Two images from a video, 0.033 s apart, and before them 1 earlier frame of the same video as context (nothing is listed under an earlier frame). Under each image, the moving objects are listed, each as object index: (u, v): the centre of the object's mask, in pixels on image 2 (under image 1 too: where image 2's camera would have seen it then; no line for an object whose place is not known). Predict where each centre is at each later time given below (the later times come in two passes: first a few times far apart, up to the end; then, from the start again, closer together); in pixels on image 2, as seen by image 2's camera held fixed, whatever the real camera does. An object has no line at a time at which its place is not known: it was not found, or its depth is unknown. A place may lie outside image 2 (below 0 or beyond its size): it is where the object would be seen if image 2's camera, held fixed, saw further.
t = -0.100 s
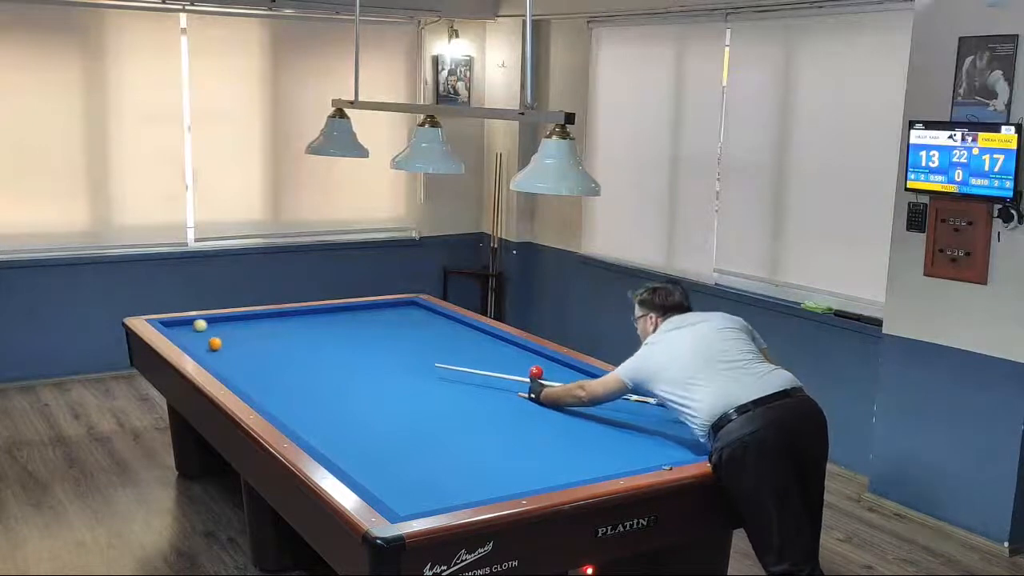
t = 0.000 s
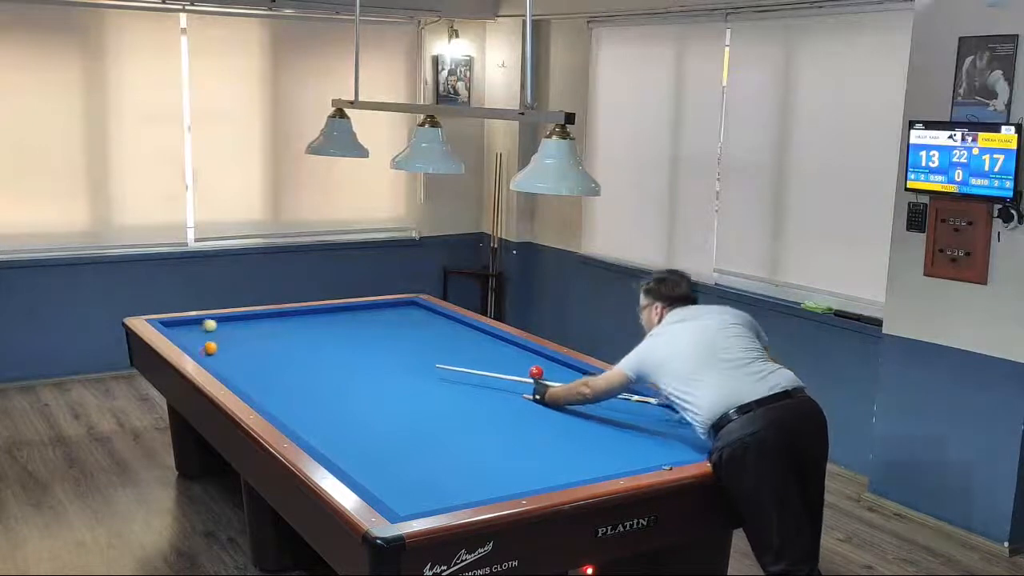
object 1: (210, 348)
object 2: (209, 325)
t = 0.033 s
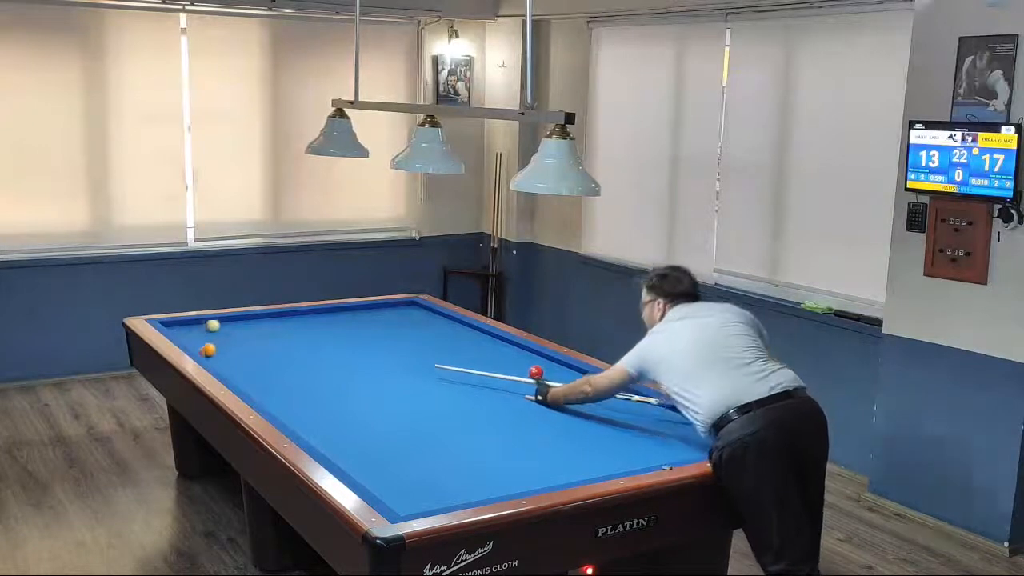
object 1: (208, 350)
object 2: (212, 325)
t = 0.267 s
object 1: (219, 359)
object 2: (235, 325)
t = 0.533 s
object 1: (247, 370)
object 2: (260, 325)
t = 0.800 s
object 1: (278, 380)
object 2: (283, 325)
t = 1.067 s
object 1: (309, 392)
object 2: (306, 326)
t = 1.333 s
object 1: (342, 404)
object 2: (328, 326)
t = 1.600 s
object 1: (378, 416)
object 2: (349, 326)
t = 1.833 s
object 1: (409, 428)
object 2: (367, 326)
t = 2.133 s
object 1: (453, 444)
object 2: (389, 326)
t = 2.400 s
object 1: (494, 459)
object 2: (408, 326)
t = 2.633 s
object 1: (532, 473)
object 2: (424, 326)
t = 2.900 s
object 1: (561, 475)
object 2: (441, 326)
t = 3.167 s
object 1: (566, 464)
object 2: (459, 326)
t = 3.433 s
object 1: (569, 452)
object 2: (465, 327)
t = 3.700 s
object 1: (574, 441)
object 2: (460, 328)
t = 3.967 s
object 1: (577, 432)
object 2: (455, 329)
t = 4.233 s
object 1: (580, 422)
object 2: (450, 331)
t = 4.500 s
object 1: (583, 414)
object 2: (445, 332)
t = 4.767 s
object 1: (585, 405)
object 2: (441, 334)
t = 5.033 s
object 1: (587, 398)
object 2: (437, 335)
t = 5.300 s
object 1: (589, 392)
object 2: (433, 336)
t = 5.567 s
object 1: (591, 386)
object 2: (429, 336)
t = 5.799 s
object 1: (592, 380)
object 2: (426, 337)
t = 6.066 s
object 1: (586, 376)
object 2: (423, 338)
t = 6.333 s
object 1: (574, 373)
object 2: (421, 338)
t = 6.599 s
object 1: (562, 372)
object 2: (418, 339)
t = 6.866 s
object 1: (552, 370)
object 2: (416, 339)
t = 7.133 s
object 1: (543, 367)
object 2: (415, 340)
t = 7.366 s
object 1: (533, 365)
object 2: (414, 340)
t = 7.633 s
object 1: (523, 366)
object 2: (413, 340)
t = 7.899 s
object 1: (516, 364)
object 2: (413, 340)
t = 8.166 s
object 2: (413, 340)
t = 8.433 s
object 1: (501, 362)
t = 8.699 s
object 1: (495, 361)
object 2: (413, 340)
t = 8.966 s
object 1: (490, 360)
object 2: (413, 340)
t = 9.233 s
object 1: (484, 359)
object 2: (413, 340)
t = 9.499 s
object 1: (480, 359)
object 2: (413, 340)
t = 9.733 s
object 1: (475, 358)
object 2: (413, 340)
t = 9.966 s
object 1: (472, 357)
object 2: (413, 340)
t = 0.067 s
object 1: (206, 352)
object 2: (215, 326)
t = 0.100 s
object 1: (206, 352)
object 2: (218, 325)
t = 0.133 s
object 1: (205, 353)
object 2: (222, 325)
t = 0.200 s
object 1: (212, 357)
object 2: (228, 325)
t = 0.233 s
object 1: (215, 357)
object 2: (231, 325)
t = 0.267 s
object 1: (219, 359)
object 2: (235, 325)
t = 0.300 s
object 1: (223, 361)
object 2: (237, 325)
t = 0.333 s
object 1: (226, 362)
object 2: (241, 325)
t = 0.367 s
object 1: (229, 363)
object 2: (244, 325)
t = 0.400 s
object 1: (233, 365)
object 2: (247, 325)
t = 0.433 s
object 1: (237, 366)
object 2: (250, 326)
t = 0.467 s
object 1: (240, 367)
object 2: (253, 325)
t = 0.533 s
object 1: (247, 370)
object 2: (260, 325)
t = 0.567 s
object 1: (251, 371)
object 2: (262, 326)
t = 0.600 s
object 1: (255, 372)
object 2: (265, 325)
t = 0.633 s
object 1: (258, 374)
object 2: (268, 325)
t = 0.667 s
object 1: (262, 375)
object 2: (271, 325)
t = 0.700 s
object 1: (266, 376)
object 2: (274, 325)
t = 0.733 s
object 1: (270, 378)
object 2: (277, 326)
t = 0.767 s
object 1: (273, 379)
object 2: (280, 325)
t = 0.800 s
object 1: (278, 380)
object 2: (283, 325)
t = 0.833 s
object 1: (281, 382)
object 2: (285, 326)
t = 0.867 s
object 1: (285, 383)
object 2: (288, 326)
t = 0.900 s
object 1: (289, 384)
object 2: (291, 325)
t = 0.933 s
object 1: (293, 386)
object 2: (294, 325)
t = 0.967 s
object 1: (297, 387)
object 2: (297, 326)
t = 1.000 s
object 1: (301, 389)
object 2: (300, 325)
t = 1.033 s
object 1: (305, 390)
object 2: (302, 325)
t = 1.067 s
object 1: (309, 392)
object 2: (306, 326)
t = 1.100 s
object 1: (313, 393)
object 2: (308, 326)
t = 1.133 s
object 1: (317, 395)
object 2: (311, 326)
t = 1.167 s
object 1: (321, 396)
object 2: (314, 326)
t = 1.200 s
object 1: (325, 398)
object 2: (317, 326)
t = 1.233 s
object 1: (329, 399)
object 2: (319, 326)
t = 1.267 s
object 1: (333, 401)
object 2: (322, 326)
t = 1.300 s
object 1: (337, 402)
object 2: (325, 326)
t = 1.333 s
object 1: (342, 404)
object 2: (328, 326)
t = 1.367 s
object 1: (346, 405)
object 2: (330, 326)
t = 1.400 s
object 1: (350, 407)
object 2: (333, 326)
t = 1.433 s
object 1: (355, 408)
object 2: (336, 326)
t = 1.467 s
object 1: (359, 410)
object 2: (339, 326)
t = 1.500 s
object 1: (364, 412)
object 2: (341, 326)
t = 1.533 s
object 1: (368, 413)
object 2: (344, 326)
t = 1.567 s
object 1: (372, 414)
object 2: (346, 326)
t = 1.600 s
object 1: (378, 416)
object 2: (349, 326)
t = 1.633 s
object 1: (382, 418)
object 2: (352, 326)
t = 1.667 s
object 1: (386, 420)
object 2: (354, 326)
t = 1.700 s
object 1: (391, 421)
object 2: (357, 326)
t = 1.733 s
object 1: (395, 423)
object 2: (360, 326)
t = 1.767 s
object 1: (400, 425)
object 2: (362, 326)
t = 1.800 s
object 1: (405, 426)
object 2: (365, 326)
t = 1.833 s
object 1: (409, 428)
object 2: (367, 326)
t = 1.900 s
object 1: (419, 431)
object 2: (372, 326)
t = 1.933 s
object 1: (424, 433)
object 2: (375, 326)
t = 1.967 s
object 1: (429, 435)
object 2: (377, 326)
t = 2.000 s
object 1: (433, 437)
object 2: (379, 326)
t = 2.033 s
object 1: (438, 438)
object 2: (382, 326)
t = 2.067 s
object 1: (443, 440)
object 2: (384, 326)
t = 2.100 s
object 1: (448, 442)
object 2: (387, 326)
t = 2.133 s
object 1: (453, 444)
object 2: (389, 326)
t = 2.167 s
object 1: (458, 446)
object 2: (392, 326)
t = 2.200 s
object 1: (463, 447)
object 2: (394, 326)
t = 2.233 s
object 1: (468, 449)
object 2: (396, 326)
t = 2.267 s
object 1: (473, 451)
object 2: (398, 326)
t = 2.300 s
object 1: (478, 453)
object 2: (401, 326)
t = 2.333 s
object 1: (484, 455)
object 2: (403, 326)
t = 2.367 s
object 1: (488, 457)
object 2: (406, 326)
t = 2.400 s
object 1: (494, 459)
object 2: (408, 326)
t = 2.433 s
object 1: (499, 460)
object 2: (411, 326)
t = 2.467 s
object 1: (505, 463)
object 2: (413, 326)
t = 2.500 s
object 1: (510, 465)
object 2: (415, 326)
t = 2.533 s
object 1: (515, 467)
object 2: (418, 326)
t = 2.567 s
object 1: (521, 469)
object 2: (420, 326)
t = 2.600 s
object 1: (527, 471)
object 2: (422, 326)
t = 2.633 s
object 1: (532, 473)
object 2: (424, 326)
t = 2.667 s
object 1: (538, 475)
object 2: (427, 326)
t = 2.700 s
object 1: (542, 476)
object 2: (430, 326)
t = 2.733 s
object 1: (548, 477)
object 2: (431, 326)
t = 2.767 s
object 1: (553, 478)
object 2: (433, 326)
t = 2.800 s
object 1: (559, 479)
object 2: (436, 326)
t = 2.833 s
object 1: (560, 478)
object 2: (437, 326)
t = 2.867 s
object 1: (561, 477)
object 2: (440, 326)
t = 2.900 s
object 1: (561, 475)
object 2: (441, 326)
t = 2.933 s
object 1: (562, 475)
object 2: (444, 326)
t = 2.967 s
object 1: (563, 473)
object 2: (446, 326)
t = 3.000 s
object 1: (563, 472)
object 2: (448, 326)
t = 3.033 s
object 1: (564, 471)
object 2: (450, 326)
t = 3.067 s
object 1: (564, 469)
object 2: (453, 326)
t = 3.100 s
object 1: (565, 467)
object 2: (454, 326)
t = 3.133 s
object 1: (566, 465)
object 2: (457, 326)
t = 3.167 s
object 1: (566, 464)
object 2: (459, 326)
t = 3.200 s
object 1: (566, 463)
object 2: (461, 326)
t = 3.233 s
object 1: (567, 461)
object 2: (463, 326)
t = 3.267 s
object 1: (568, 459)
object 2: (465, 326)
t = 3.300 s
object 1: (568, 458)
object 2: (466, 326)
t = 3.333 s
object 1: (569, 456)
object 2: (466, 326)
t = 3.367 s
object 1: (569, 455)
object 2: (466, 326)
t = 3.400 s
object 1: (569, 453)
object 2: (466, 326)
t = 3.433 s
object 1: (569, 452)
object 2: (465, 327)
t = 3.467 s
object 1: (570, 451)
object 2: (465, 327)
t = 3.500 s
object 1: (571, 449)
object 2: (464, 327)
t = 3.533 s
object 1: (571, 448)
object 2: (463, 327)
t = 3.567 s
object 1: (572, 447)
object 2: (463, 327)
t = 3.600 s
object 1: (572, 445)
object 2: (463, 327)
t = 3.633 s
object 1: (573, 444)
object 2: (462, 327)
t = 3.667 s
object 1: (573, 443)
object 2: (461, 327)
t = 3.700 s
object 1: (574, 441)
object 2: (460, 328)
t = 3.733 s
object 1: (574, 440)
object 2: (460, 327)
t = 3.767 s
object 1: (575, 439)
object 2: (459, 328)
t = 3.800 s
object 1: (575, 438)
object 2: (458, 328)
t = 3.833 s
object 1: (575, 436)
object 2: (457, 329)
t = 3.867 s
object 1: (576, 435)
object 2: (456, 329)
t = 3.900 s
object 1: (576, 434)
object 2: (456, 329)
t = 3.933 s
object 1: (576, 433)
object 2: (455, 329)
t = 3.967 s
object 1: (577, 432)
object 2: (455, 329)
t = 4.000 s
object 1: (577, 430)
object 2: (454, 329)
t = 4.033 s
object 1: (578, 429)
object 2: (454, 330)
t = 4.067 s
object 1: (578, 428)
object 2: (453, 330)
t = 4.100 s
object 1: (578, 427)
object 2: (453, 330)
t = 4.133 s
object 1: (579, 425)
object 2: (452, 330)
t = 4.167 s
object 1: (579, 424)
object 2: (451, 330)
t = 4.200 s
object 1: (580, 423)
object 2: (450, 330)
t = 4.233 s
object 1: (580, 422)
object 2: (450, 331)
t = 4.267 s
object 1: (580, 421)
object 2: (450, 330)
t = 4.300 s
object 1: (581, 420)
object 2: (450, 331)
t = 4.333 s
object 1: (581, 419)
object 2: (448, 331)
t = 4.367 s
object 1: (581, 418)
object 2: (448, 332)
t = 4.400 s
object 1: (582, 417)
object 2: (447, 332)
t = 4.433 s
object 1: (582, 415)
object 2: (447, 332)
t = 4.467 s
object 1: (582, 414)
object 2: (446, 332)
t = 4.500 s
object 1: (583, 414)
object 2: (445, 332)
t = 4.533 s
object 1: (583, 413)
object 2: (445, 332)
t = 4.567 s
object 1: (583, 411)
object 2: (445, 332)
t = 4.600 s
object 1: (583, 411)
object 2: (444, 333)
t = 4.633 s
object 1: (584, 409)
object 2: (443, 333)
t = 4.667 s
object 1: (584, 409)
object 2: (442, 333)
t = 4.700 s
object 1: (585, 408)
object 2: (442, 333)
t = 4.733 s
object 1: (584, 407)
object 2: (442, 333)
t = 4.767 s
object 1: (585, 405)
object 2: (441, 334)
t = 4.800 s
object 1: (585, 404)
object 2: (440, 334)
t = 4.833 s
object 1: (586, 403)
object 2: (440, 334)
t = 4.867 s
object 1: (586, 403)
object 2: (440, 334)
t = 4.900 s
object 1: (586, 402)
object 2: (439, 334)
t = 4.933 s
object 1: (587, 401)
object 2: (439, 334)
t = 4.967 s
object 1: (586, 401)
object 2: (438, 334)
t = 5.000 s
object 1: (587, 399)
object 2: (438, 335)
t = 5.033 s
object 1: (587, 398)
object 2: (437, 335)
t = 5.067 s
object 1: (588, 397)
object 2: (437, 335)
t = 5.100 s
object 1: (588, 397)
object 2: (436, 335)
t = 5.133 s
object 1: (588, 396)
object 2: (435, 335)
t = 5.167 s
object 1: (588, 395)
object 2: (435, 335)
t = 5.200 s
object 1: (588, 394)
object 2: (434, 335)
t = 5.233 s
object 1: (589, 393)
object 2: (434, 335)
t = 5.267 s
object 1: (589, 392)
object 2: (434, 335)
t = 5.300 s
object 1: (589, 392)
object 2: (433, 336)
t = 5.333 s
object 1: (589, 391)
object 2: (433, 336)
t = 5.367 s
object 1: (590, 390)
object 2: (432, 336)
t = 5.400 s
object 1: (590, 390)
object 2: (432, 336)
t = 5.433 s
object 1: (590, 388)
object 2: (431, 336)
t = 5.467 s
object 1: (590, 388)
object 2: (430, 336)
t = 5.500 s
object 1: (591, 387)
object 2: (430, 336)
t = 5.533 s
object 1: (590, 387)
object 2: (430, 336)
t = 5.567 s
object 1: (591, 386)
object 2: (429, 336)
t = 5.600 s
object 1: (591, 386)
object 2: (428, 336)
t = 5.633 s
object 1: (592, 384)
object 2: (428, 336)
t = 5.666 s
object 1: (592, 382)
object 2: (427, 337)
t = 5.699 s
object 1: (592, 381)
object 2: (427, 337)
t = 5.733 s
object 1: (592, 381)
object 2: (427, 337)
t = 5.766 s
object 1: (592, 380)
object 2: (426, 337)
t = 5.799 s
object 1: (592, 380)
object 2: (426, 337)
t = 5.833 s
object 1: (592, 379)
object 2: (426, 337)
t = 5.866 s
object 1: (593, 379)
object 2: (426, 337)
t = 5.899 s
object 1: (593, 378)
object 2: (425, 338)
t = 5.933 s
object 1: (592, 378)
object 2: (425, 338)
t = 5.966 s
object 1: (590, 377)
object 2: (424, 338)
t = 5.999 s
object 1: (589, 376)
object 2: (424, 338)
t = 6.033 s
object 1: (587, 376)
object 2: (423, 338)
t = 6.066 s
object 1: (586, 376)
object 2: (423, 338)
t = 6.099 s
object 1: (584, 376)
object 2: (423, 338)
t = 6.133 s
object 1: (582, 375)
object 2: (422, 338)
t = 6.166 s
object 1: (581, 375)
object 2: (422, 338)
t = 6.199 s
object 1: (580, 375)
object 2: (422, 338)
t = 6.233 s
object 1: (578, 374)
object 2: (421, 339)
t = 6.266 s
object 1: (577, 374)
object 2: (421, 339)
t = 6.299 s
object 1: (575, 374)
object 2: (421, 338)
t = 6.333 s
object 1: (574, 373)
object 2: (421, 338)
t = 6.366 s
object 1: (572, 374)
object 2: (420, 339)
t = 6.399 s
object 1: (570, 373)
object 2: (420, 339)
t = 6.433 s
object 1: (569, 373)
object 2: (419, 339)
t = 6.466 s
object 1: (567, 373)
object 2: (419, 339)
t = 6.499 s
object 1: (566, 373)
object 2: (419, 339)
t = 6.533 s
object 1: (565, 372)
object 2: (419, 339)
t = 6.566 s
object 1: (563, 372)
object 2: (419, 339)
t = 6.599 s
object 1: (562, 372)
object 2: (418, 339)
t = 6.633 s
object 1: (561, 372)
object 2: (418, 339)
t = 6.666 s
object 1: (559, 372)
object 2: (418, 339)
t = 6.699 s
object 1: (557, 371)
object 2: (417, 339)
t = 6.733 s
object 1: (556, 371)
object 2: (417, 339)
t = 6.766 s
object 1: (555, 371)
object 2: (417, 339)
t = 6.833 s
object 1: (553, 370)
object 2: (417, 339)
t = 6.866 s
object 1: (552, 370)
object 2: (416, 339)
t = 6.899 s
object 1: (551, 370)
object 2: (416, 340)
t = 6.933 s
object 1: (549, 370)
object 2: (416, 340)
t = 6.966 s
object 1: (548, 369)
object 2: (416, 340)
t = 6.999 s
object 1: (548, 369)
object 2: (416, 340)
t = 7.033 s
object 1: (546, 369)
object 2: (416, 340)
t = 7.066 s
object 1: (544, 368)
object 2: (416, 340)
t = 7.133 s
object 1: (543, 367)
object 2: (415, 340)
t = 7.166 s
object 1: (543, 367)
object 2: (415, 340)
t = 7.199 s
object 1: (541, 367)
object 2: (415, 340)
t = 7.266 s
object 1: (537, 365)
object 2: (415, 340)
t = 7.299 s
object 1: (536, 364)
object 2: (414, 340)
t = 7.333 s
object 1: (533, 365)
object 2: (414, 340)
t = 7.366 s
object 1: (533, 365)
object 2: (414, 340)
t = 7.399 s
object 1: (530, 365)
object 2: (414, 340)
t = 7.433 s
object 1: (528, 365)
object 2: (414, 340)
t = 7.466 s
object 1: (528, 365)
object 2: (414, 340)
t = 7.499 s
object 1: (527, 365)
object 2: (414, 340)
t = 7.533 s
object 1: (527, 365)
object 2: (414, 340)
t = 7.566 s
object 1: (526, 365)
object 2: (413, 340)
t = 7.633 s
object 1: (523, 366)
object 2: (413, 340)
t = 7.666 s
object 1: (523, 365)
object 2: (413, 340)
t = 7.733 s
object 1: (521, 365)
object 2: (413, 340)
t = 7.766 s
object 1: (520, 365)
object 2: (413, 340)
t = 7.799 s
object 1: (518, 365)
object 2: (413, 340)
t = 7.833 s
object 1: (517, 365)
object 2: (413, 340)
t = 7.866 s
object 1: (516, 364)
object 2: (413, 340)
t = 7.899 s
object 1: (516, 364)
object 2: (413, 340)
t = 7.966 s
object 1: (513, 364)
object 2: (413, 340)
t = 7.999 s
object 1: (512, 364)
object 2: (413, 340)
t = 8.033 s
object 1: (511, 364)
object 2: (413, 340)
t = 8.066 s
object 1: (510, 364)
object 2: (413, 340)
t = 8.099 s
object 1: (509, 364)
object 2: (413, 340)
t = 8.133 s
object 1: (507, 363)
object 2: (413, 340)
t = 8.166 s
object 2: (413, 340)
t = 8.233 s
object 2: (413, 340)
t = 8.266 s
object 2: (413, 340)
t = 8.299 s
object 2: (413, 340)
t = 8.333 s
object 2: (413, 340)
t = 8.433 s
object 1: (501, 362)
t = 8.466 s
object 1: (500, 362)
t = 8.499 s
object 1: (499, 362)
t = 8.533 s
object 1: (499, 362)
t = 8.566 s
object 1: (498, 362)
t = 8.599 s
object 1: (497, 362)
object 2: (413, 339)
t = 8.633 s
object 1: (497, 361)
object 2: (413, 340)
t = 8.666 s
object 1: (496, 361)
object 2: (413, 340)
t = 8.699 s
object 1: (495, 361)
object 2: (413, 340)
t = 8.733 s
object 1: (494, 361)
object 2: (413, 340)
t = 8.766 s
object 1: (493, 361)
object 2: (413, 340)
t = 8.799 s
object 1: (492, 360)
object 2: (413, 340)
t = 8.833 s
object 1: (492, 360)
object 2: (413, 340)
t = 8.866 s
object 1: (492, 360)
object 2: (413, 340)
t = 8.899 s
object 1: (491, 361)
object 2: (413, 340)
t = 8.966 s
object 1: (490, 360)
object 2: (413, 340)
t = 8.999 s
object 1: (489, 360)
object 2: (413, 340)
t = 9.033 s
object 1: (488, 360)
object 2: (413, 340)
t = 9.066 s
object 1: (487, 360)
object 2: (413, 340)
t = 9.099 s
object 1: (487, 360)
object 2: (413, 340)
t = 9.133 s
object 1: (486, 360)
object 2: (413, 340)
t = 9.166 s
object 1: (486, 360)
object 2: (413, 340)
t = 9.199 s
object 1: (485, 359)
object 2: (413, 340)
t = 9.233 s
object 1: (484, 359)
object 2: (413, 340)
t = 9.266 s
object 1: (483, 359)
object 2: (413, 340)
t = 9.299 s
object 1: (483, 359)
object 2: (413, 340)
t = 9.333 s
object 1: (483, 359)
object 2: (413, 340)
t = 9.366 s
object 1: (482, 359)
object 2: (413, 340)
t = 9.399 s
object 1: (481, 359)
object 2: (413, 340)
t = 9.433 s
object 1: (480, 359)
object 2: (413, 340)
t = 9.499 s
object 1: (480, 359)
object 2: (413, 340)
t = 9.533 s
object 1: (478, 358)
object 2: (413, 340)
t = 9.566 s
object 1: (478, 358)
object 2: (413, 340)
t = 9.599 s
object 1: (478, 358)
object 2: (413, 340)
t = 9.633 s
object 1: (477, 358)
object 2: (413, 340)
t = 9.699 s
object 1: (476, 358)
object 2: (413, 340)
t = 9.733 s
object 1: (475, 358)
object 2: (413, 340)
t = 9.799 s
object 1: (475, 358)
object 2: (413, 340)
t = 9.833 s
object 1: (475, 358)
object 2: (413, 340)
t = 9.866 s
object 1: (475, 358)
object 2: (413, 340)
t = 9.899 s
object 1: (473, 357)
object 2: (413, 340)
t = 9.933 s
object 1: (473, 357)
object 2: (413, 340)
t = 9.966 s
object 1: (472, 357)
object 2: (413, 340)
